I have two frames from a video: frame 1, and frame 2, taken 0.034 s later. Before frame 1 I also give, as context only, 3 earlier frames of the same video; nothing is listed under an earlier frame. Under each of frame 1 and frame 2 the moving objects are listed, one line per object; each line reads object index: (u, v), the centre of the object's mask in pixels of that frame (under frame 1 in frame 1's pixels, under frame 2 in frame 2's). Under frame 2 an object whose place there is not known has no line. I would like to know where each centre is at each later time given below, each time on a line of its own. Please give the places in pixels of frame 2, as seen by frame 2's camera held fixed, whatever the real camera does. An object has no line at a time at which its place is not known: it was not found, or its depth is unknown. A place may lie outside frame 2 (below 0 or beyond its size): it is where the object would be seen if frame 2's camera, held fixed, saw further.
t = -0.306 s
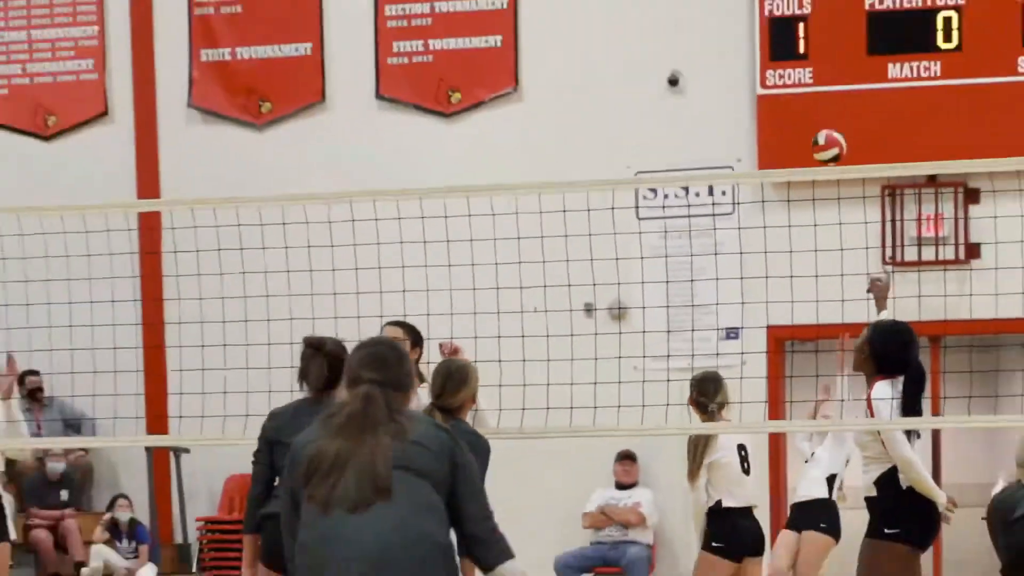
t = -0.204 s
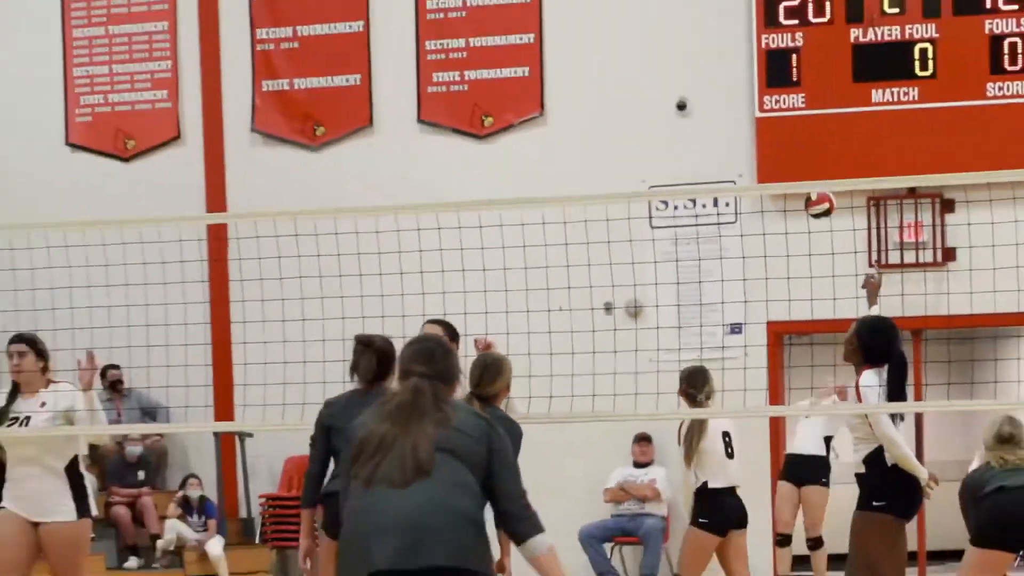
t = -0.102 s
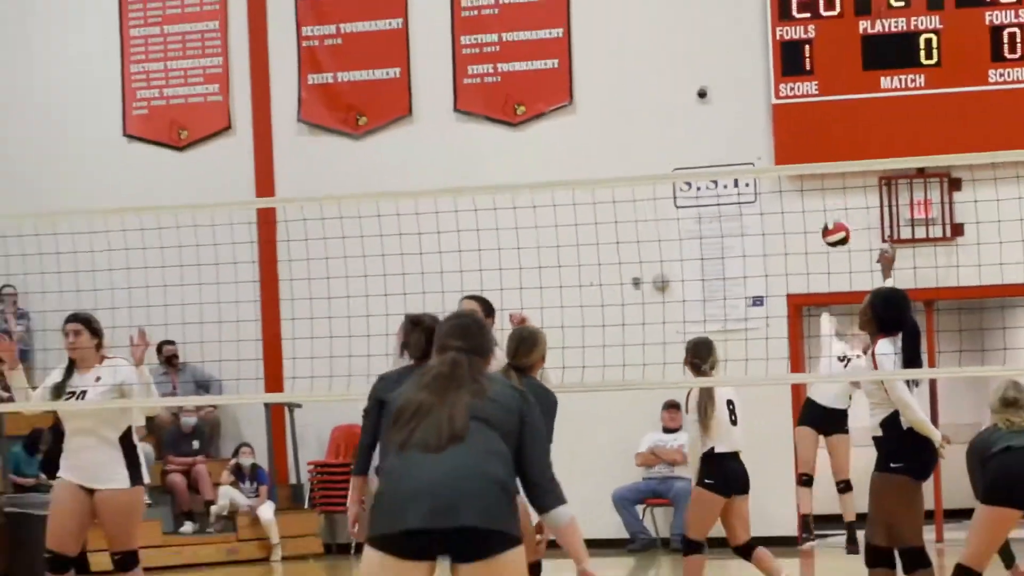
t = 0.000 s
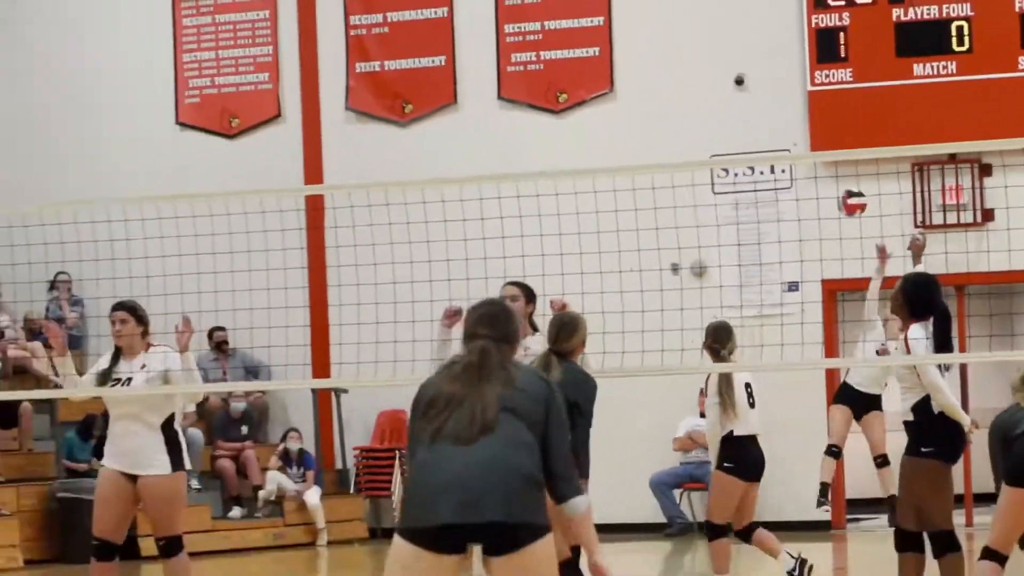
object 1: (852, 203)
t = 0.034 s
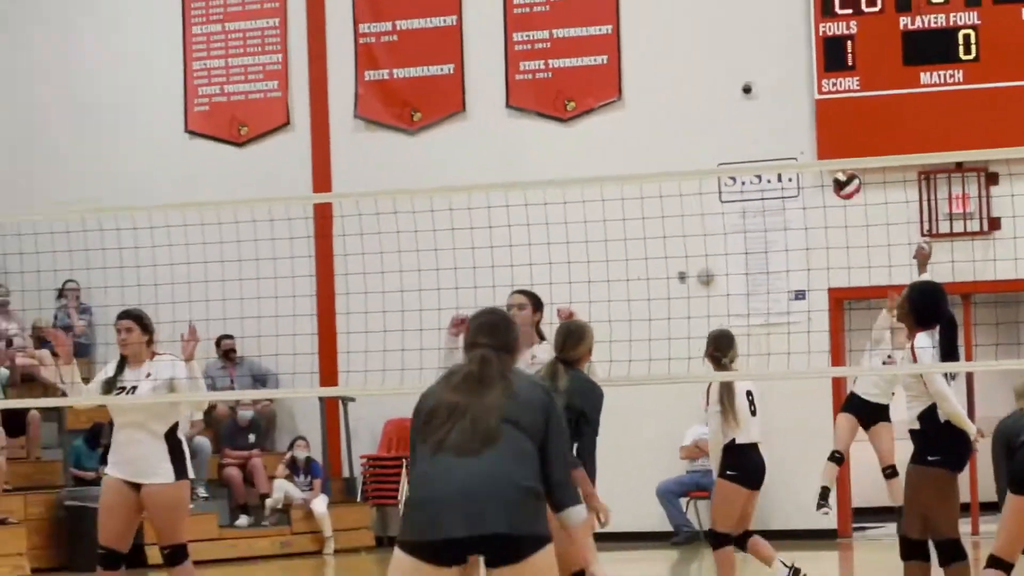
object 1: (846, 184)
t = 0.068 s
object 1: (832, 153)
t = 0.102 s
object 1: (818, 138)
